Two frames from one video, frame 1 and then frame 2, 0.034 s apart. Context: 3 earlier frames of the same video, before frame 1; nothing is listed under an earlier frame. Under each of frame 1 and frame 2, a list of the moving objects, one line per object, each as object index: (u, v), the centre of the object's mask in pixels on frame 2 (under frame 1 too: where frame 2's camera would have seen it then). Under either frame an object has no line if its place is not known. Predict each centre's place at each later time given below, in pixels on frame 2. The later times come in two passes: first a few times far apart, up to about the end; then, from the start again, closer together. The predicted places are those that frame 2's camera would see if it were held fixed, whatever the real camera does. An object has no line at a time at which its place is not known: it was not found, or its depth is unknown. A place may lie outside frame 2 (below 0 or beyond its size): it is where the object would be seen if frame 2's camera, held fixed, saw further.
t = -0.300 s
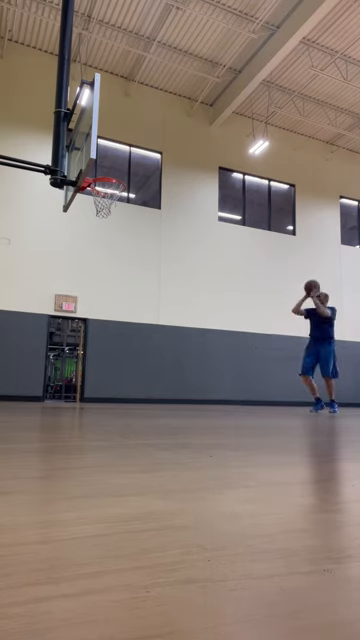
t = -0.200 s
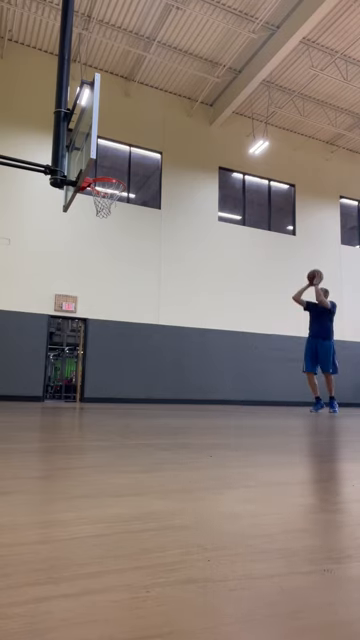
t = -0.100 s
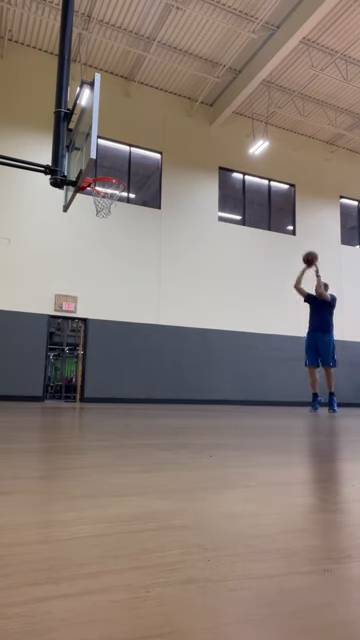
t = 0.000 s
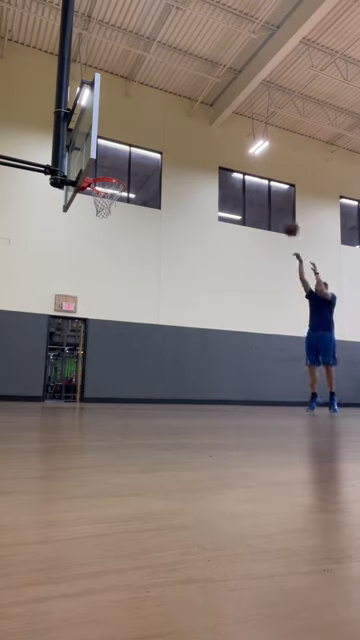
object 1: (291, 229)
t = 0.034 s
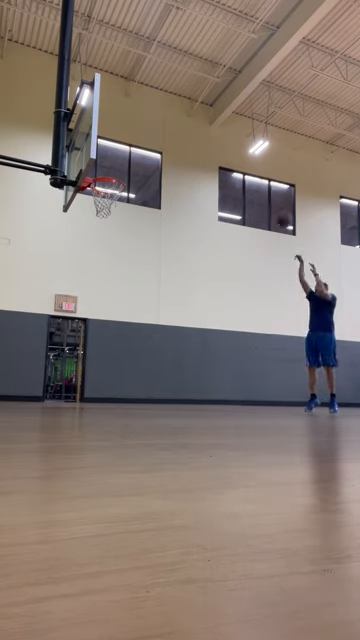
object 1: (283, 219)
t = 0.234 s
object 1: (237, 177)
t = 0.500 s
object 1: (173, 158)
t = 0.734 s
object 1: (110, 181)
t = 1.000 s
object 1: (100, 249)
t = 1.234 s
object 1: (100, 350)
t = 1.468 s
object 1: (117, 352)
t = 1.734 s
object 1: (147, 295)
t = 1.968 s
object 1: (170, 287)
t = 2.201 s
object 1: (191, 312)
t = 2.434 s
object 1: (210, 371)
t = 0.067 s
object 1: (278, 211)
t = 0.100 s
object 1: (267, 203)
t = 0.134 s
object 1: (260, 194)
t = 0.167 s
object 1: (252, 189)
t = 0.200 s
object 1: (245, 183)
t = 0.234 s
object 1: (237, 177)
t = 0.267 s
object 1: (229, 172)
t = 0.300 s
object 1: (222, 168)
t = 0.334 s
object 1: (213, 165)
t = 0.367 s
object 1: (206, 162)
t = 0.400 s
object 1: (198, 160)
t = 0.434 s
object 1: (190, 159)
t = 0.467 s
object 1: (181, 158)
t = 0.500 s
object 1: (173, 158)
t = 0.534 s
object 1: (166, 159)
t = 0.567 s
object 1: (157, 159)
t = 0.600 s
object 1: (149, 162)
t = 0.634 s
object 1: (138, 165)
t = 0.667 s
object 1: (129, 169)
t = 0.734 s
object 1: (110, 181)
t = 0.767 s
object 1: (103, 187)
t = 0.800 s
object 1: (98, 192)
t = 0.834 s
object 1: (98, 200)
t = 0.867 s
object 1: (98, 209)
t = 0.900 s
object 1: (99, 218)
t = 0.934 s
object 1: (99, 228)
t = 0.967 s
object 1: (100, 238)
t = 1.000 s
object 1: (100, 249)
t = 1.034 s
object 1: (101, 261)
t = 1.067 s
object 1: (101, 274)
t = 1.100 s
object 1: (101, 287)
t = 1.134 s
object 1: (101, 301)
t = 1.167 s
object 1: (101, 316)
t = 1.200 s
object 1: (100, 333)
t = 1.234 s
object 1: (100, 350)
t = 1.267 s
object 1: (100, 367)
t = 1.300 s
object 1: (100, 386)
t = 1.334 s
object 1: (101, 401)
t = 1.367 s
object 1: (103, 388)
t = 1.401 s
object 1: (109, 374)
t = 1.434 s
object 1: (113, 363)
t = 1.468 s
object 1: (117, 352)
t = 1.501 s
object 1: (121, 343)
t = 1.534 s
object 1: (125, 334)
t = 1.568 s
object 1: (129, 324)
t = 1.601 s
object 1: (133, 316)
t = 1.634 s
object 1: (137, 310)
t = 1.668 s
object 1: (140, 304)
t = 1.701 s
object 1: (144, 299)
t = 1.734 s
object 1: (147, 295)
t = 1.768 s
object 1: (151, 292)
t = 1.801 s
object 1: (154, 289)
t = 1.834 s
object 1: (157, 287)
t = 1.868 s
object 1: (160, 286)
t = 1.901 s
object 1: (164, 286)
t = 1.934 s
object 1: (167, 286)
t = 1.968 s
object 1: (170, 287)
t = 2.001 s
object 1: (173, 289)
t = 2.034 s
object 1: (176, 291)
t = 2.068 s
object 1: (179, 294)
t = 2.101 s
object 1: (183, 297)
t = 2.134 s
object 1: (185, 302)
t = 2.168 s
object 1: (188, 306)
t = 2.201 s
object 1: (191, 312)
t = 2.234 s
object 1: (194, 318)
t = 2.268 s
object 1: (197, 326)
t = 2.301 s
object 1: (199, 333)
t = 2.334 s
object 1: (202, 343)
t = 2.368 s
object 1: (204, 352)
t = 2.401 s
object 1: (207, 361)
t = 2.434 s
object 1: (210, 371)
